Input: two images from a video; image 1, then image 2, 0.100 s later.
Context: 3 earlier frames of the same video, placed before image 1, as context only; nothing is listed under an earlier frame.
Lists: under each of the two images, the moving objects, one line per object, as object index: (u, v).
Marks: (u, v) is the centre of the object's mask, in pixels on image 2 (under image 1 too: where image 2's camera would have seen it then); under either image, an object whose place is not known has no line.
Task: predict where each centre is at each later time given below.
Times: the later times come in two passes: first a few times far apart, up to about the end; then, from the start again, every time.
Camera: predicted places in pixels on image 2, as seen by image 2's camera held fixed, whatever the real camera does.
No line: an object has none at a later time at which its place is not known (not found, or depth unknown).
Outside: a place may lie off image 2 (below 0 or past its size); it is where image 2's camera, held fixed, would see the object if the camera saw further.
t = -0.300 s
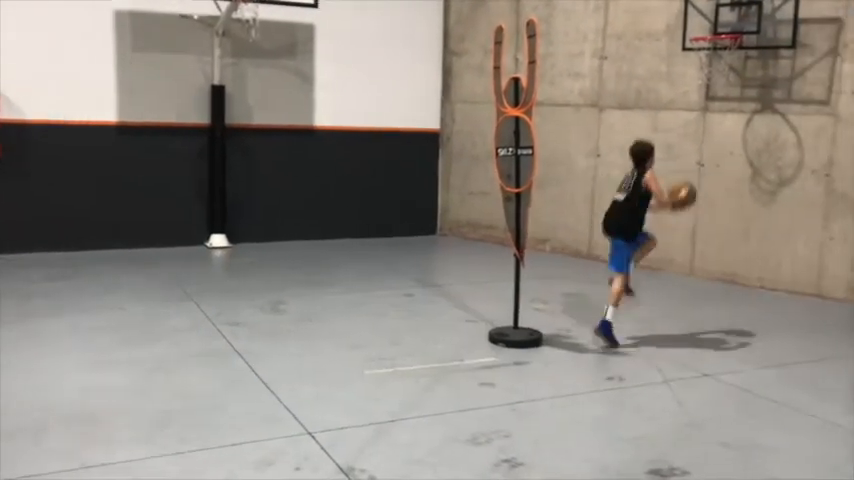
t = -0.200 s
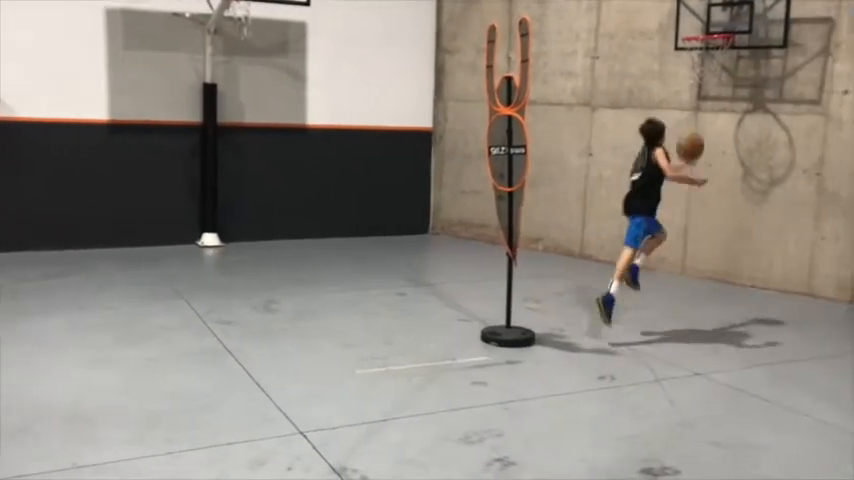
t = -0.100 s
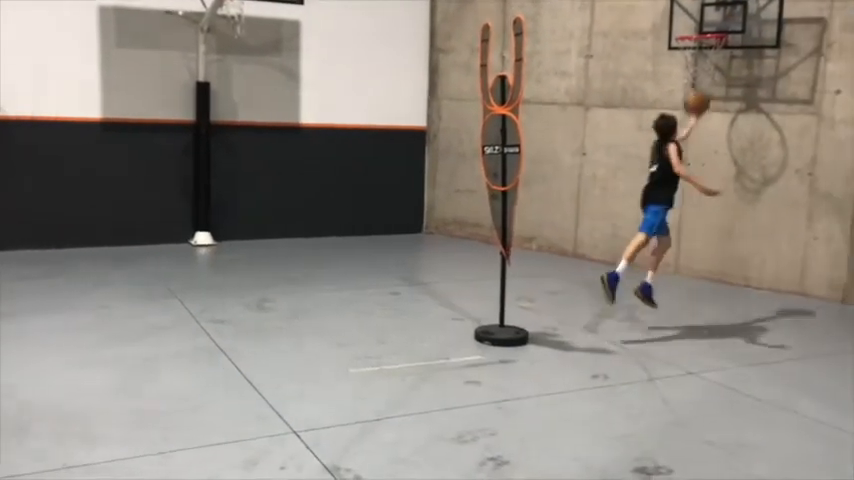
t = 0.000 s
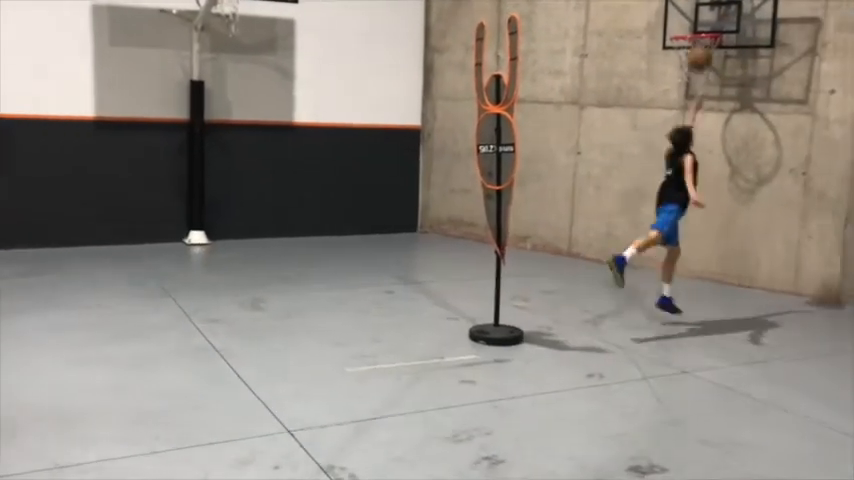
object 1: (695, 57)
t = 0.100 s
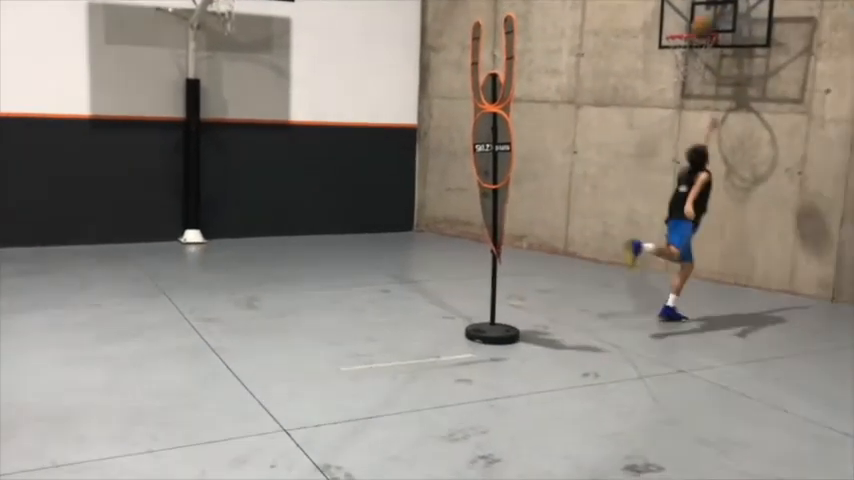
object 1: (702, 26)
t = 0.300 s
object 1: (716, 7)
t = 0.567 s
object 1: (714, 19)
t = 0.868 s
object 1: (679, 51)
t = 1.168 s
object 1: (684, 81)
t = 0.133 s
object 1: (705, 18)
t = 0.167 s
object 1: (708, 12)
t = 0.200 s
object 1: (710, 10)
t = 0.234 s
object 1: (711, 8)
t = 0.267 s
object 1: (713, 8)
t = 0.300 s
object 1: (716, 7)
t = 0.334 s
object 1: (717, 7)
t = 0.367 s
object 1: (718, 7)
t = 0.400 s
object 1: (720, 8)
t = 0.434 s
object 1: (721, 11)
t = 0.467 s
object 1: (722, 14)
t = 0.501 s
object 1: (721, 17)
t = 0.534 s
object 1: (718, 19)
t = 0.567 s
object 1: (714, 19)
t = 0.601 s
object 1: (711, 19)
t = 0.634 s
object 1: (707, 22)
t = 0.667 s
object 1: (702, 23)
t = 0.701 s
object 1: (699, 25)
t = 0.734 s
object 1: (693, 32)
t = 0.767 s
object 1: (689, 36)
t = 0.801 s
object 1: (685, 46)
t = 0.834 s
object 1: (681, 50)
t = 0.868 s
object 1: (679, 51)
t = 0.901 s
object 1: (678, 56)
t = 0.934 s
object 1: (677, 57)
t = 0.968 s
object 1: (677, 59)
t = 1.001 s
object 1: (677, 61)
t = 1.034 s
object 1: (679, 64)
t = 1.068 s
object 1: (680, 67)
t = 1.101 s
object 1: (682, 71)
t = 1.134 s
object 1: (683, 75)
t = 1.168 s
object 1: (684, 81)
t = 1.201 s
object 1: (686, 87)
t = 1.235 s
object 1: (687, 94)
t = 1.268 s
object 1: (689, 103)
